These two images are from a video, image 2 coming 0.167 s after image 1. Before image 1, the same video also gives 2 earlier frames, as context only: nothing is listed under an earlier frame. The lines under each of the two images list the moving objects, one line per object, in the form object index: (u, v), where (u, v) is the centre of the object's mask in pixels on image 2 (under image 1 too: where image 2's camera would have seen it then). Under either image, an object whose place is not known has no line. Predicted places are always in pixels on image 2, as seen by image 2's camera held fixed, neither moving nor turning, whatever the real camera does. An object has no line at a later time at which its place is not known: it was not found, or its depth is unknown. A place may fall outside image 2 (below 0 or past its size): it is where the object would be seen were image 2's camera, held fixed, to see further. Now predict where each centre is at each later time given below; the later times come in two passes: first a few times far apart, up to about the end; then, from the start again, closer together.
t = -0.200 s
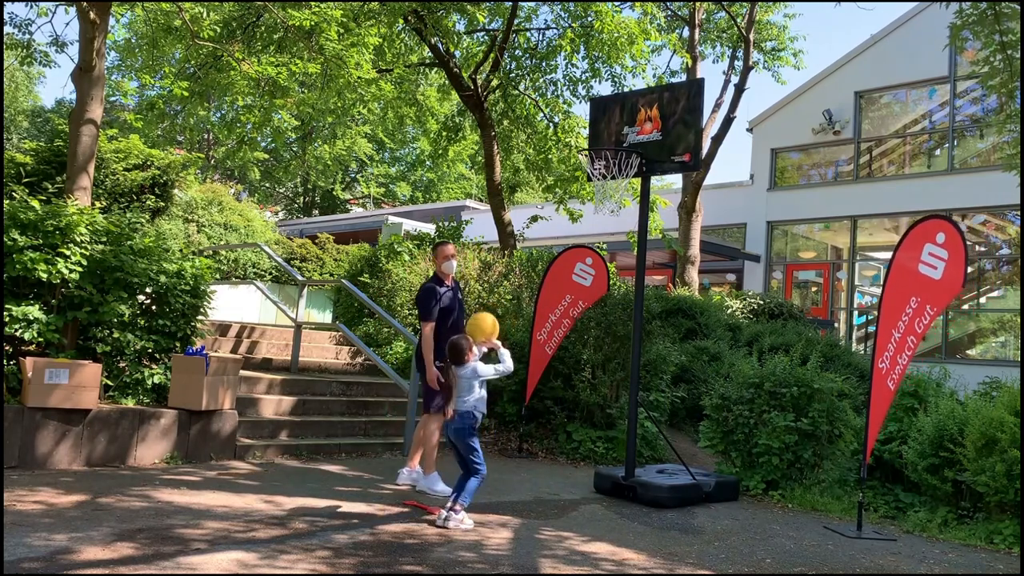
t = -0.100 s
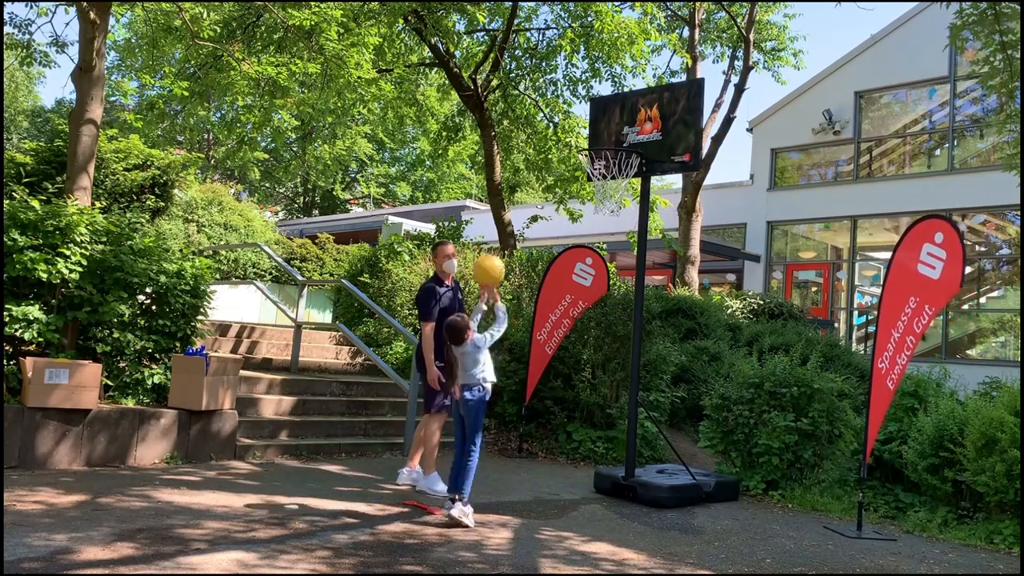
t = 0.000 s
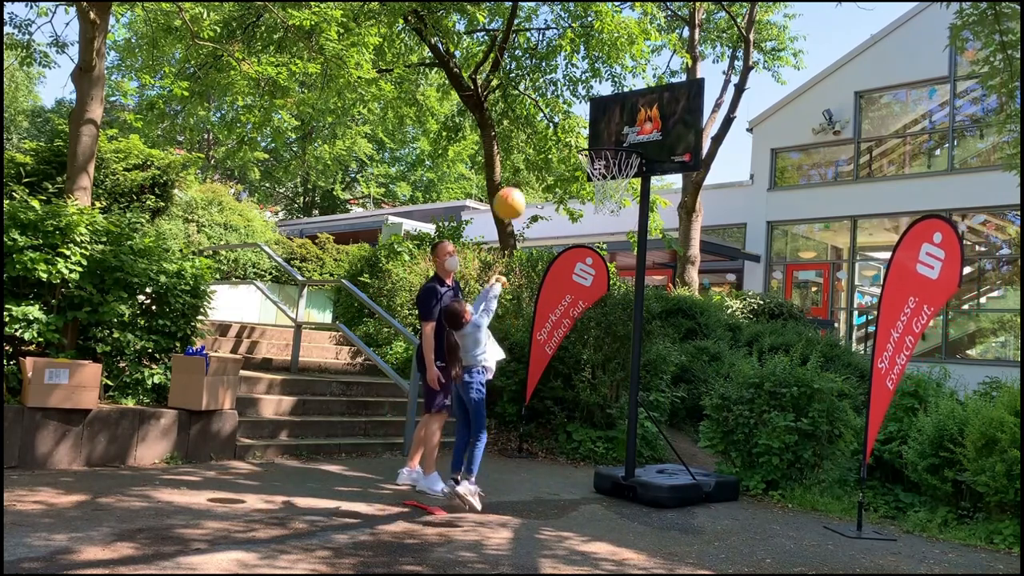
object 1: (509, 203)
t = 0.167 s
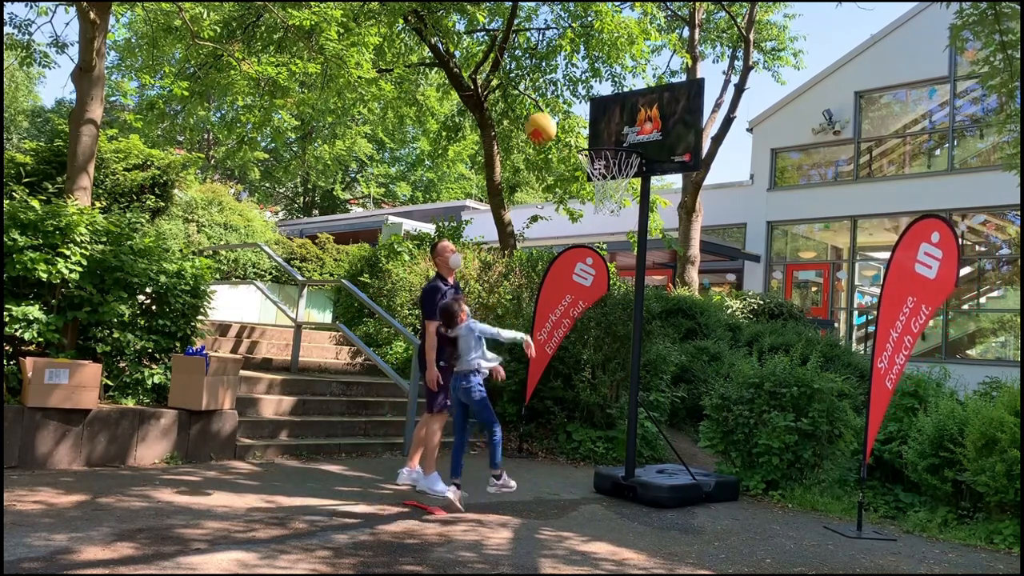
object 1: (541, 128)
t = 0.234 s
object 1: (552, 110)
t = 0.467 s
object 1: (585, 99)
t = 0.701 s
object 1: (611, 161)
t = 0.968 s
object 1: (633, 317)
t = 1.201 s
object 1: (649, 488)
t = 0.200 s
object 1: (547, 118)
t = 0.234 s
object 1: (552, 110)
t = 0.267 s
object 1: (557, 104)
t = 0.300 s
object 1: (562, 99)
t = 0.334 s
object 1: (567, 96)
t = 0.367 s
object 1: (572, 95)
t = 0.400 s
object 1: (577, 94)
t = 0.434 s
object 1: (581, 96)
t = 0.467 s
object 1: (585, 99)
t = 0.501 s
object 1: (589, 104)
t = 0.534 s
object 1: (593, 109)
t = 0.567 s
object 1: (597, 117)
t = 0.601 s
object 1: (601, 126)
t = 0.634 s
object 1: (604, 136)
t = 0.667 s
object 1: (607, 148)
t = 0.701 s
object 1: (611, 161)
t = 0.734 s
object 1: (614, 176)
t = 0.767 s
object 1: (617, 193)
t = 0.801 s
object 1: (620, 210)
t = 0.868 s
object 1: (626, 248)
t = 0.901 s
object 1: (628, 270)
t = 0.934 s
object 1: (631, 293)
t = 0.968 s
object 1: (633, 317)
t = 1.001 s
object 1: (636, 342)
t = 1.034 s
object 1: (637, 369)
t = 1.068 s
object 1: (640, 398)
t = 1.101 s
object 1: (642, 428)
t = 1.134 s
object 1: (644, 460)
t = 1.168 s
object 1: (646, 493)
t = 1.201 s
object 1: (649, 488)
